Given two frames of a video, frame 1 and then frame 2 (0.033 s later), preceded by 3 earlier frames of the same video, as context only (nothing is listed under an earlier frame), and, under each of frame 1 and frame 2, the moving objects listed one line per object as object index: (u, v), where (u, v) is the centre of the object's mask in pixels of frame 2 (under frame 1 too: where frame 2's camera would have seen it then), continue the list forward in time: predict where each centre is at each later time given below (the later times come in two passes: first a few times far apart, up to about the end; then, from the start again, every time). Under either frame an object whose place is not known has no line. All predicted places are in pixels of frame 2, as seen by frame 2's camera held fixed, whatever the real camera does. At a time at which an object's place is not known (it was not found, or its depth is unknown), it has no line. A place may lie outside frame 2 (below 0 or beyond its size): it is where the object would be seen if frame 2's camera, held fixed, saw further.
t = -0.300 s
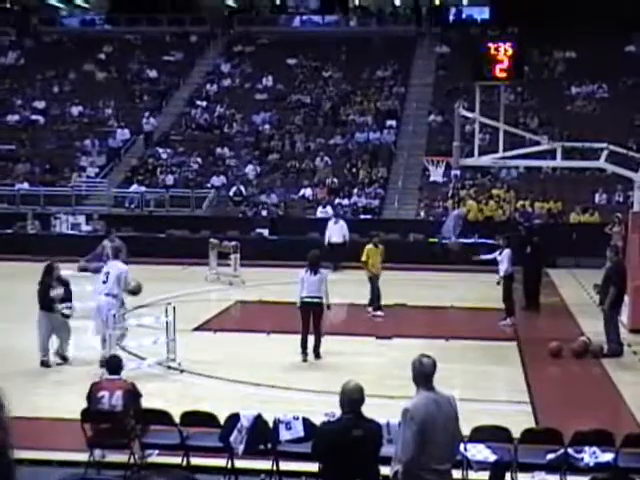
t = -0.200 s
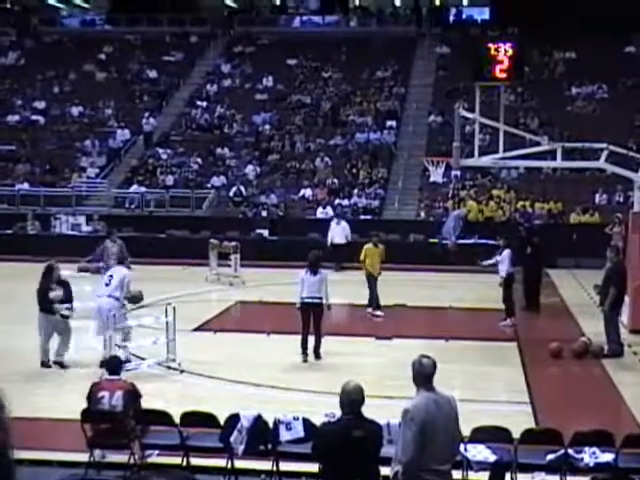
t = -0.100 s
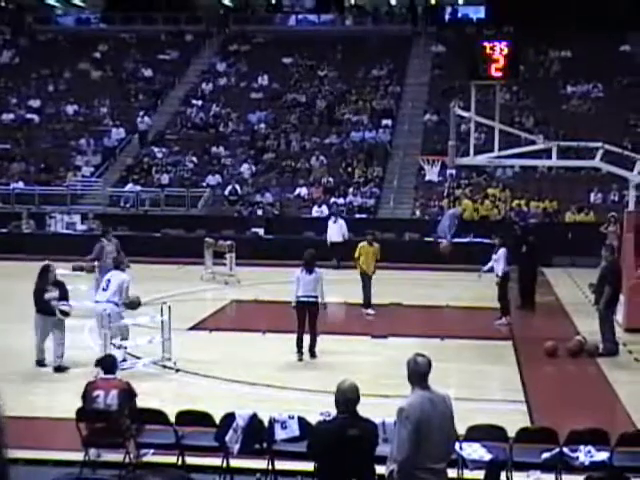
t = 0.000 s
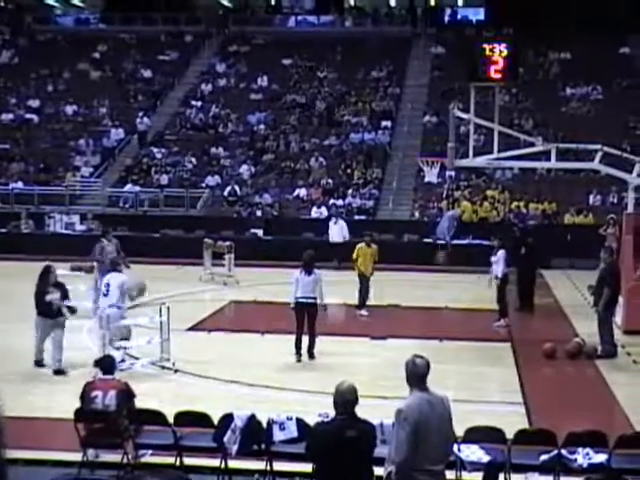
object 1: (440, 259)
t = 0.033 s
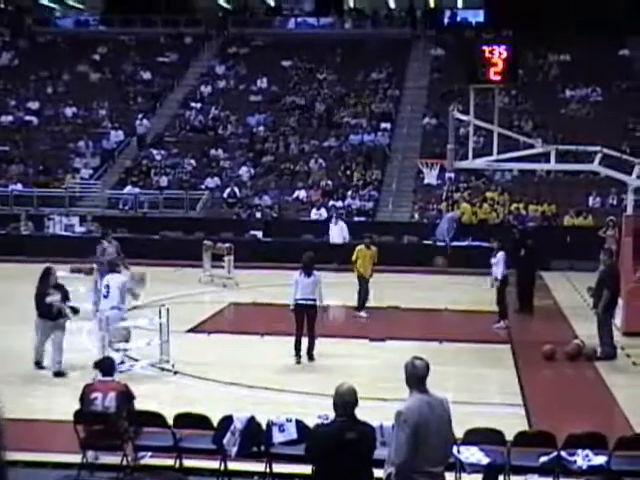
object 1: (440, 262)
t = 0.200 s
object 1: (435, 295)
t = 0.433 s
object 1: (431, 303)
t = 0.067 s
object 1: (438, 266)
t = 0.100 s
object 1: (437, 278)
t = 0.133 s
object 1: (437, 282)
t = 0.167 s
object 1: (436, 288)
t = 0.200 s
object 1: (435, 295)
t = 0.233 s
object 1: (435, 304)
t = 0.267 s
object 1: (434, 311)
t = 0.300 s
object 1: (434, 318)
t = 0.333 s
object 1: (433, 318)
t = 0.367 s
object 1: (431, 315)
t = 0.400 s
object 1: (431, 307)
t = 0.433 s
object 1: (431, 303)
